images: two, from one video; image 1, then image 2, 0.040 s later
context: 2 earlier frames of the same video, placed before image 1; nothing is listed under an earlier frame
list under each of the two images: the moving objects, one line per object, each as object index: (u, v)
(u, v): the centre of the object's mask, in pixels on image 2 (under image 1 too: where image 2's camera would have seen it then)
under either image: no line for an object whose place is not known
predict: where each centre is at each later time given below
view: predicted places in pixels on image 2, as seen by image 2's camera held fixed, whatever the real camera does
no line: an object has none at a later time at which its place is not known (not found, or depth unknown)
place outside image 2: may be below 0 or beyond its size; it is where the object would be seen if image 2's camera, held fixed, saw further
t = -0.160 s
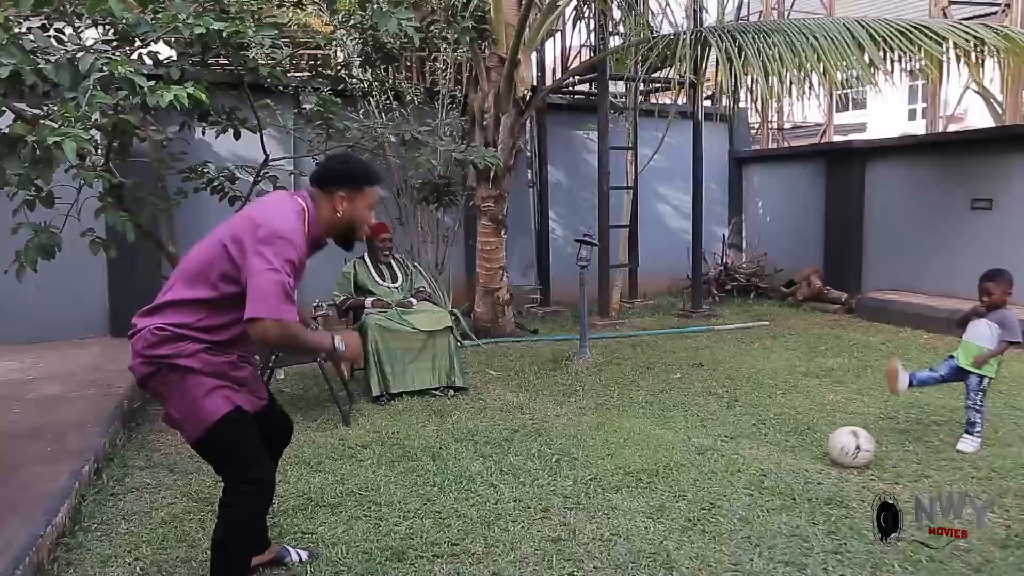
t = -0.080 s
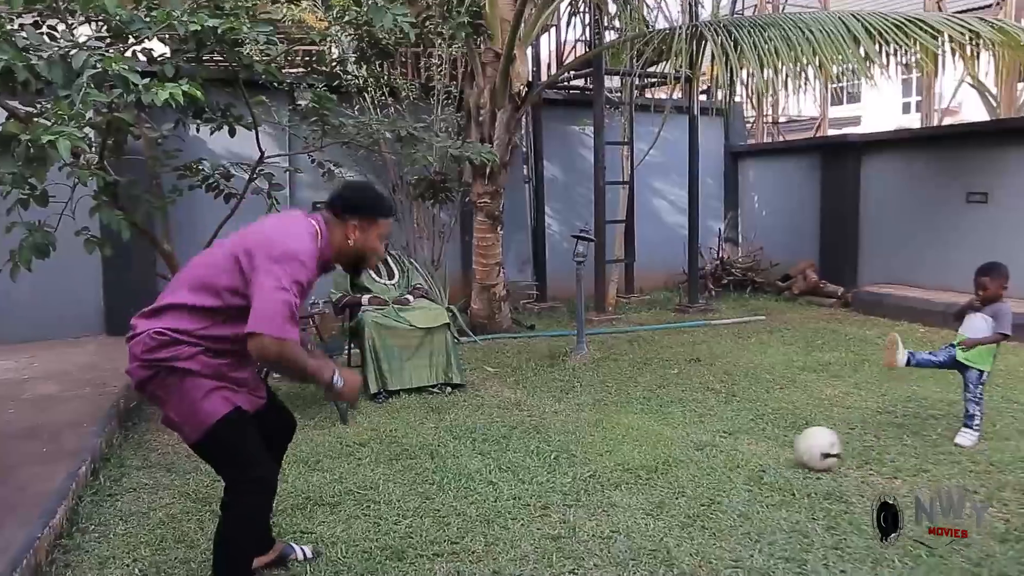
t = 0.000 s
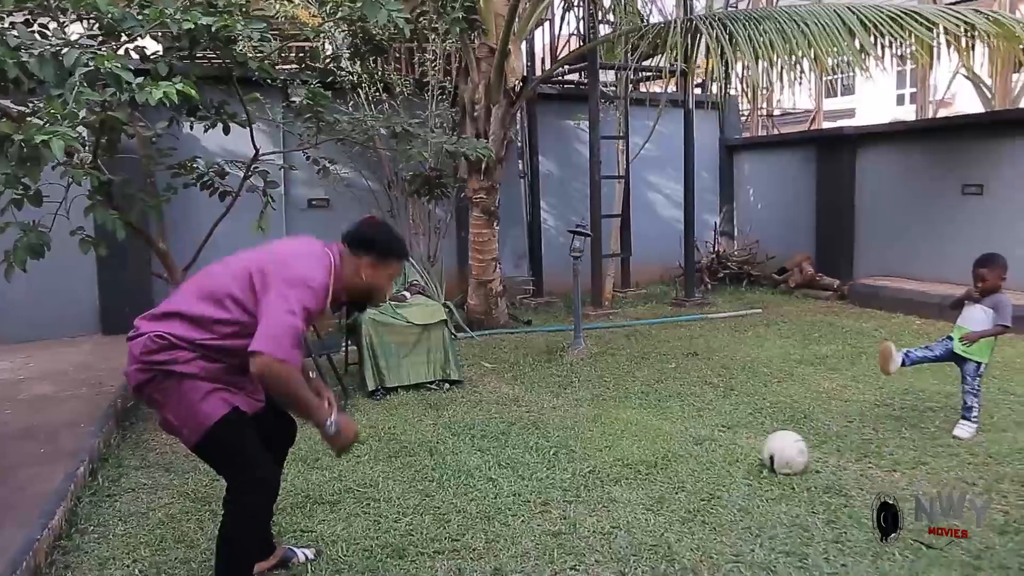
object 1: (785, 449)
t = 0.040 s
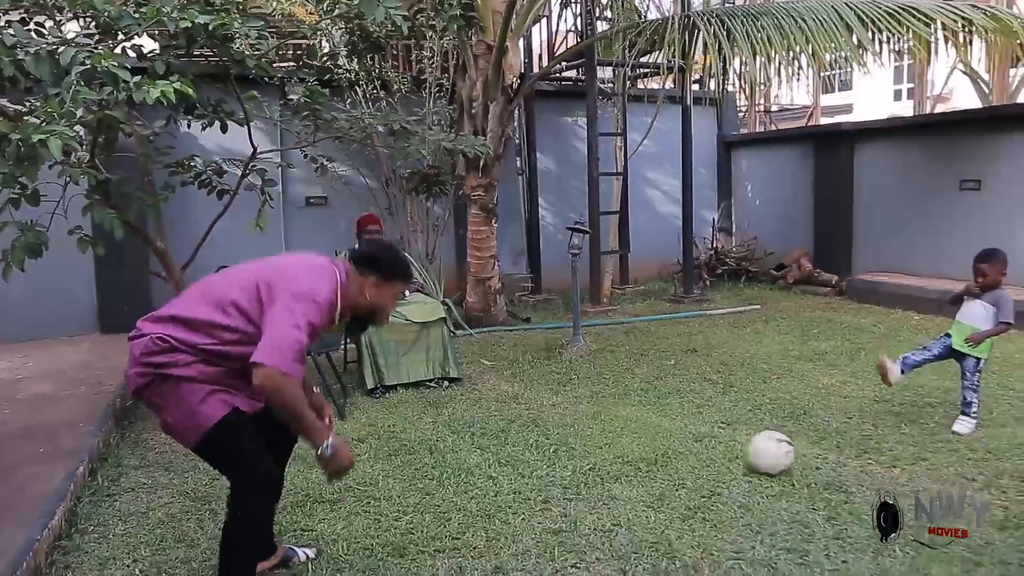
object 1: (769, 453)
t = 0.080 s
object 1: (755, 458)
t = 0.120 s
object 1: (740, 462)
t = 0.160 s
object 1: (725, 466)
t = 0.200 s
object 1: (710, 471)
